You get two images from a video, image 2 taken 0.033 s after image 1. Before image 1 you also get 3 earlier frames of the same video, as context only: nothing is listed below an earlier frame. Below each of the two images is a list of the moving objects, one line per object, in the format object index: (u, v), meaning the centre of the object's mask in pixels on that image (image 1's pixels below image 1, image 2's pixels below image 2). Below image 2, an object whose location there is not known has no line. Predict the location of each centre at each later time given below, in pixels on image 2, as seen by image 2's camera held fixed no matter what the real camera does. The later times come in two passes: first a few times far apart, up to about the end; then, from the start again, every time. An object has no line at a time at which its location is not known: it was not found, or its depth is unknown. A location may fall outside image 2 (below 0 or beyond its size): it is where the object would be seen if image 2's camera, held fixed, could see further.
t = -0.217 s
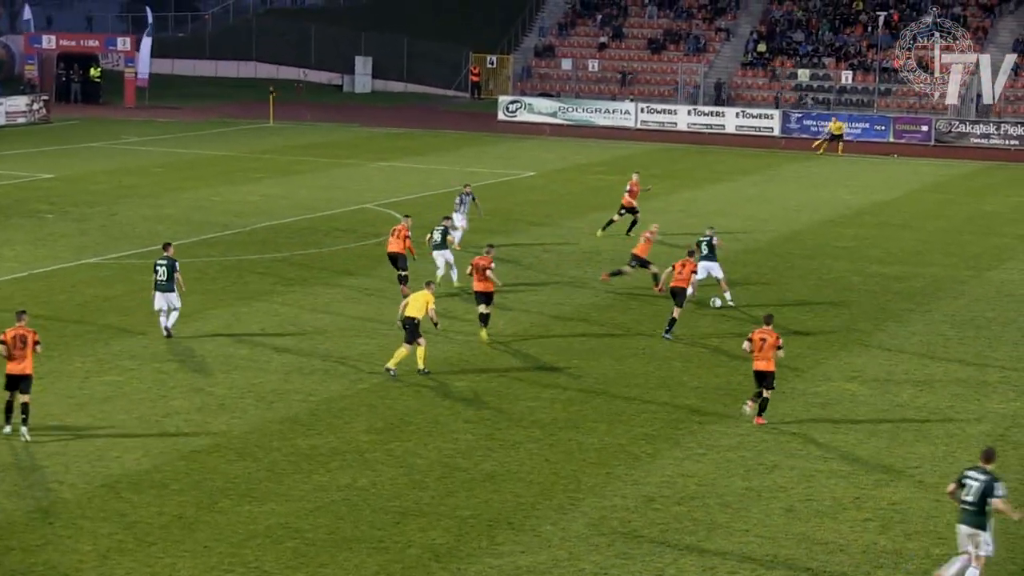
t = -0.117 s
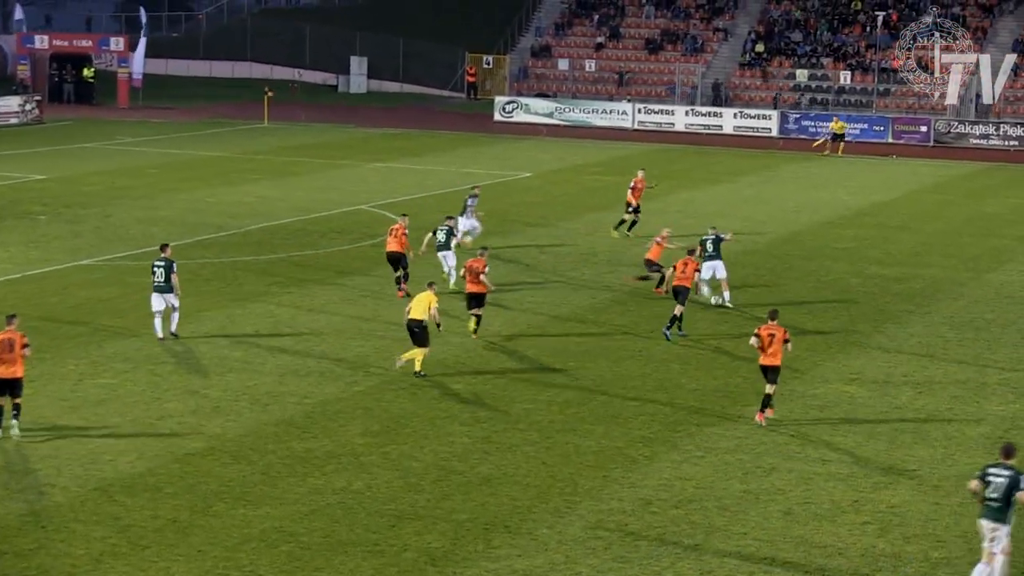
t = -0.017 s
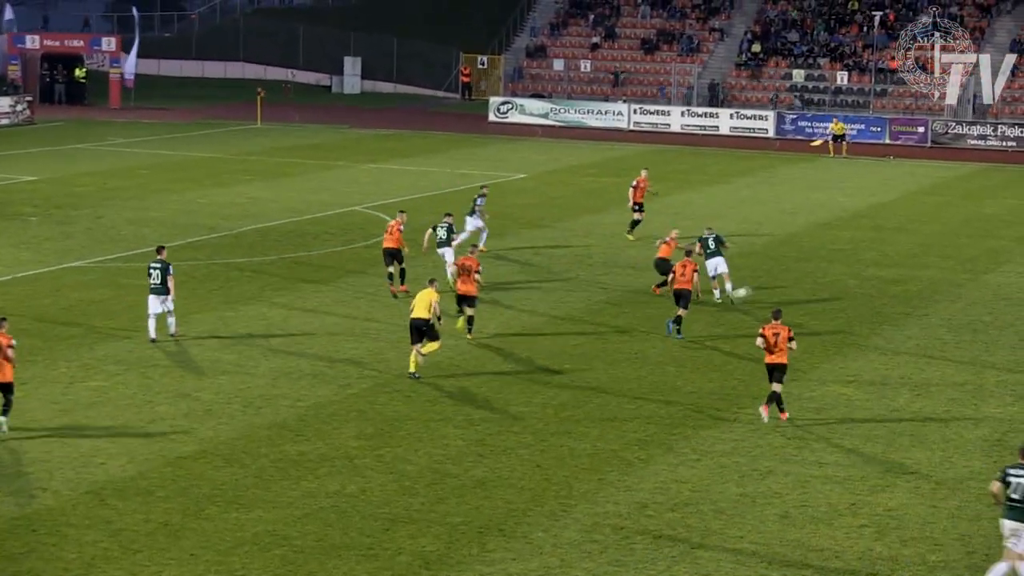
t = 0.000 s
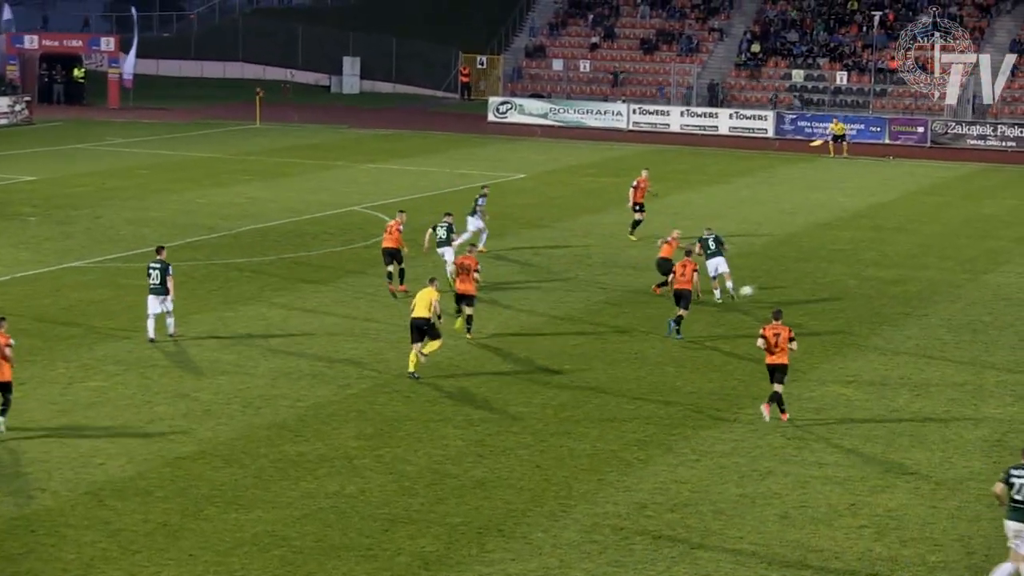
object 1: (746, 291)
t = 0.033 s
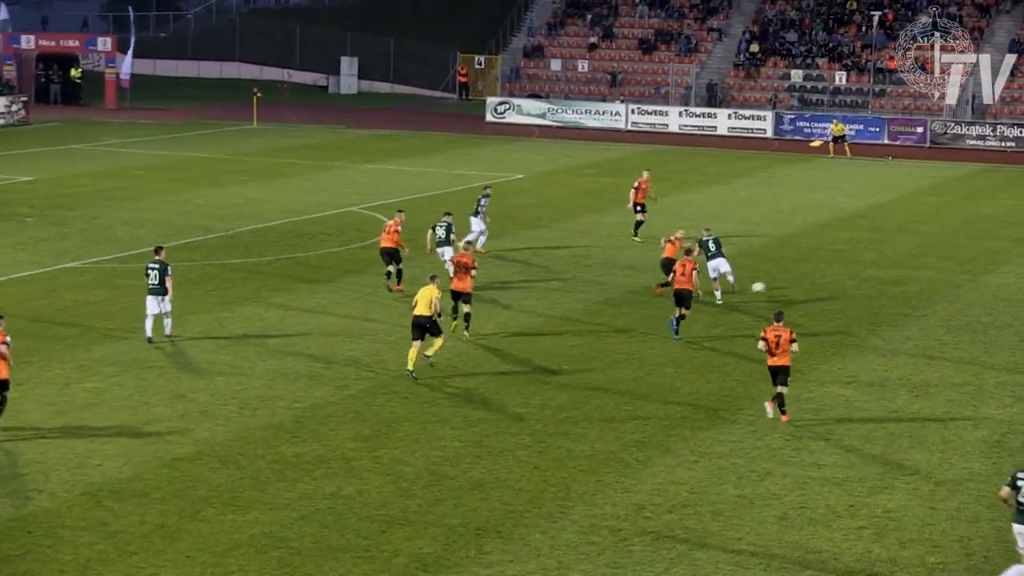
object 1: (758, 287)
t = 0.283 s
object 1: (842, 276)
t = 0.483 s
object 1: (895, 264)
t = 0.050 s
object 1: (764, 285)
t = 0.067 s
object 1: (770, 284)
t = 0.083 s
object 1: (776, 283)
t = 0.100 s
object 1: (781, 282)
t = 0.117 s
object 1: (787, 281)
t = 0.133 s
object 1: (793, 280)
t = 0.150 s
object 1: (799, 279)
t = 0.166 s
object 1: (804, 279)
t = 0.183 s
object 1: (810, 279)
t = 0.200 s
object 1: (816, 279)
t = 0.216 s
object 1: (821, 279)
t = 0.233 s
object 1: (827, 279)
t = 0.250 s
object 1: (832, 279)
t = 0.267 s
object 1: (837, 277)
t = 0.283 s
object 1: (842, 276)
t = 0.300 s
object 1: (847, 274)
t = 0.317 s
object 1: (852, 273)
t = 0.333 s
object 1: (859, 270)
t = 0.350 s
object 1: (863, 270)
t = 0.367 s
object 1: (868, 268)
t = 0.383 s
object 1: (873, 267)
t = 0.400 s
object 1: (877, 267)
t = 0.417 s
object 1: (881, 266)
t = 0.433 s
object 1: (885, 266)
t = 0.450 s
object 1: (888, 264)
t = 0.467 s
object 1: (892, 265)
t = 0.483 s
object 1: (895, 264)
